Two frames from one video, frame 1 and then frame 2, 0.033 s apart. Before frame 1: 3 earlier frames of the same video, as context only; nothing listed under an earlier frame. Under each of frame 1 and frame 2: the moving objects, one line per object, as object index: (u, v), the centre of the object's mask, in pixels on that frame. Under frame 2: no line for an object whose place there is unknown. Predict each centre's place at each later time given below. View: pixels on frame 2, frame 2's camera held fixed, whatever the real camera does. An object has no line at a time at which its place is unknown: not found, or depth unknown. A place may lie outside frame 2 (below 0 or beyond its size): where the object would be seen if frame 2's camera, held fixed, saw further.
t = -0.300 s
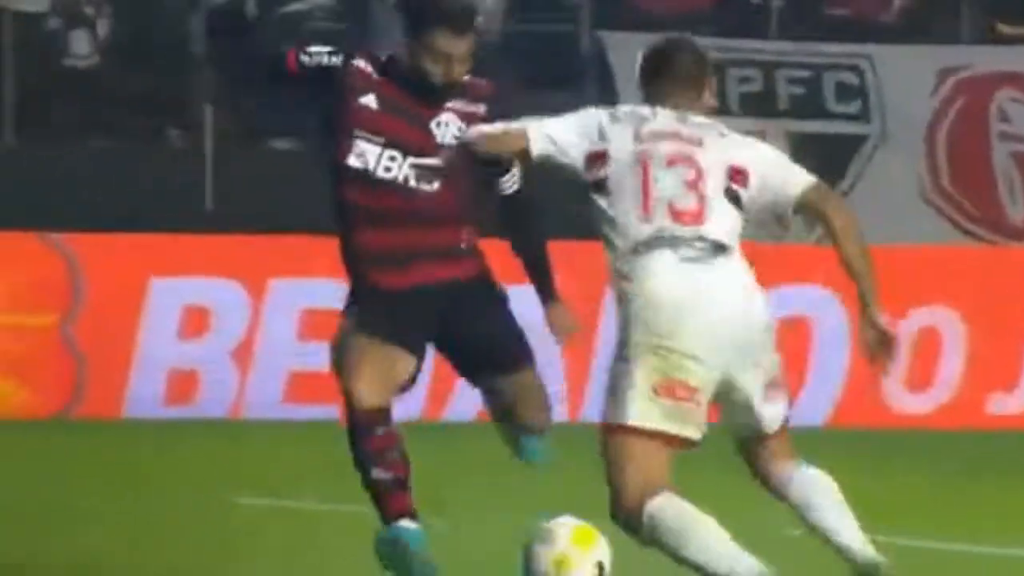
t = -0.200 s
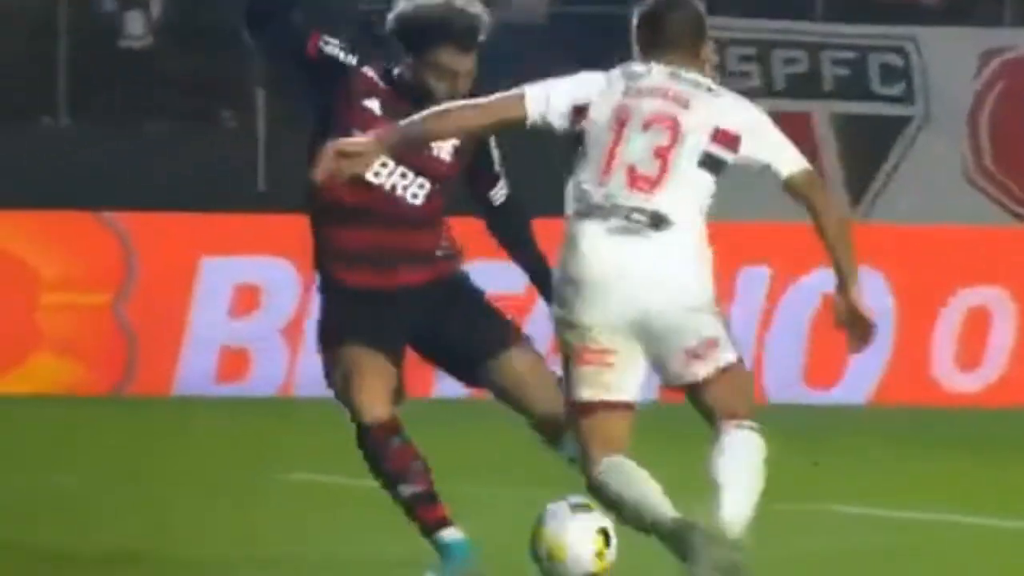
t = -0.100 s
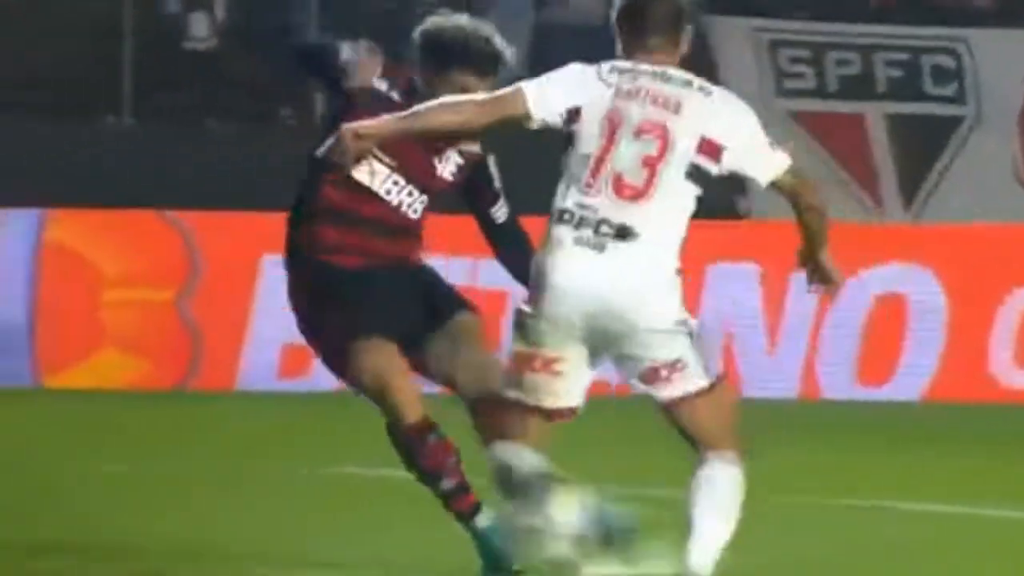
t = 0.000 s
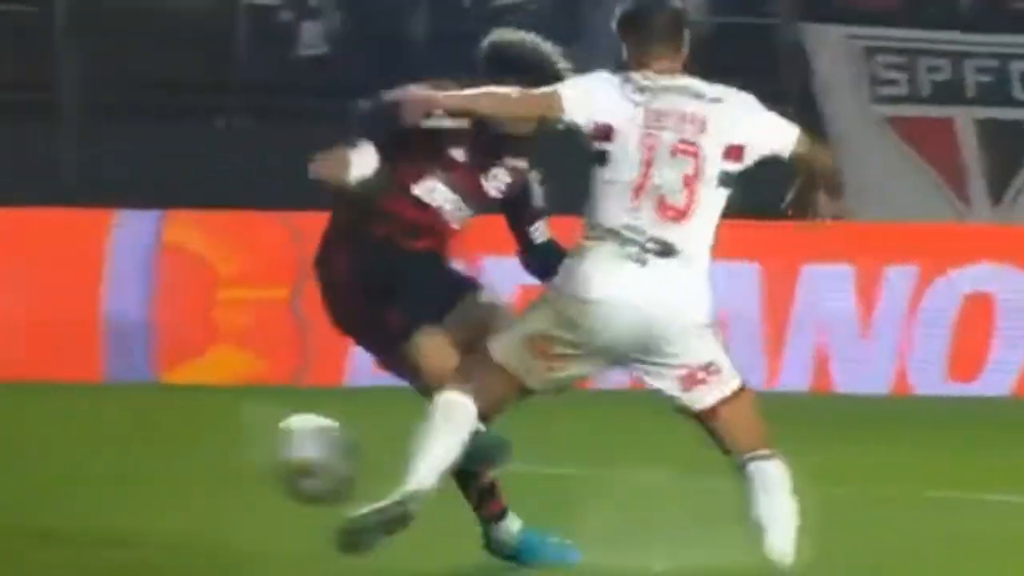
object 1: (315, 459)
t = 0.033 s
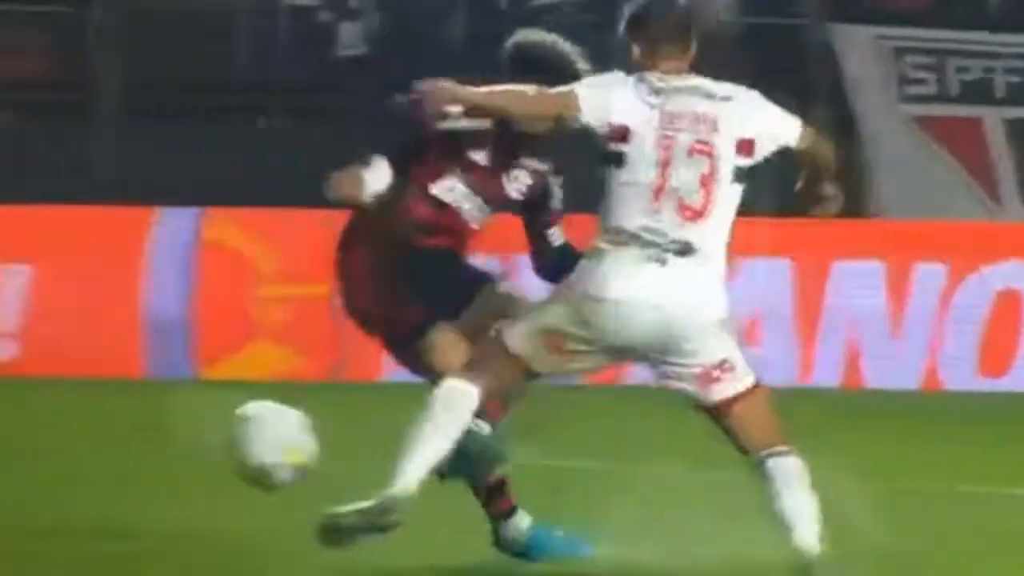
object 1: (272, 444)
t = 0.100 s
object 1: (11, 436)
